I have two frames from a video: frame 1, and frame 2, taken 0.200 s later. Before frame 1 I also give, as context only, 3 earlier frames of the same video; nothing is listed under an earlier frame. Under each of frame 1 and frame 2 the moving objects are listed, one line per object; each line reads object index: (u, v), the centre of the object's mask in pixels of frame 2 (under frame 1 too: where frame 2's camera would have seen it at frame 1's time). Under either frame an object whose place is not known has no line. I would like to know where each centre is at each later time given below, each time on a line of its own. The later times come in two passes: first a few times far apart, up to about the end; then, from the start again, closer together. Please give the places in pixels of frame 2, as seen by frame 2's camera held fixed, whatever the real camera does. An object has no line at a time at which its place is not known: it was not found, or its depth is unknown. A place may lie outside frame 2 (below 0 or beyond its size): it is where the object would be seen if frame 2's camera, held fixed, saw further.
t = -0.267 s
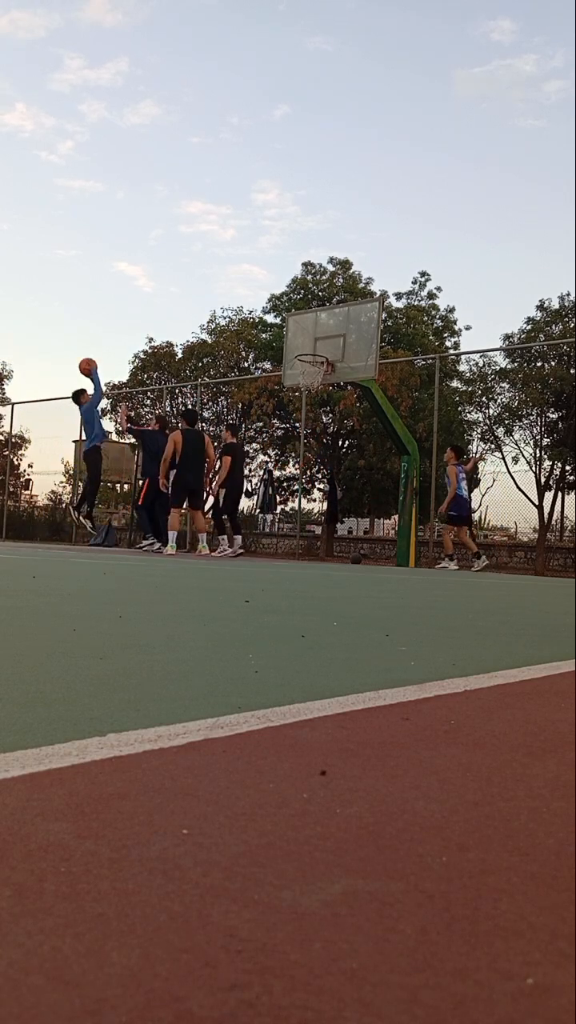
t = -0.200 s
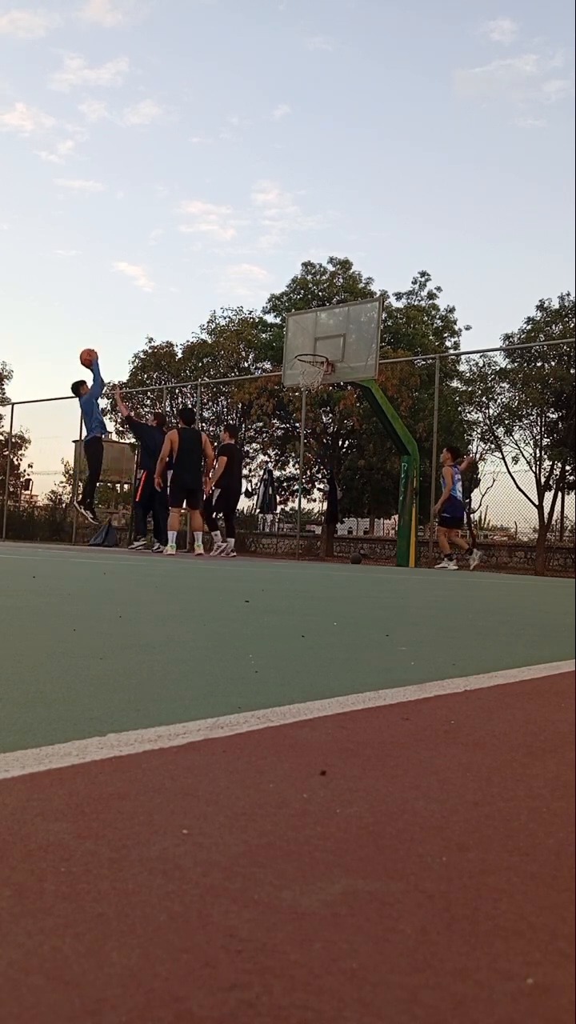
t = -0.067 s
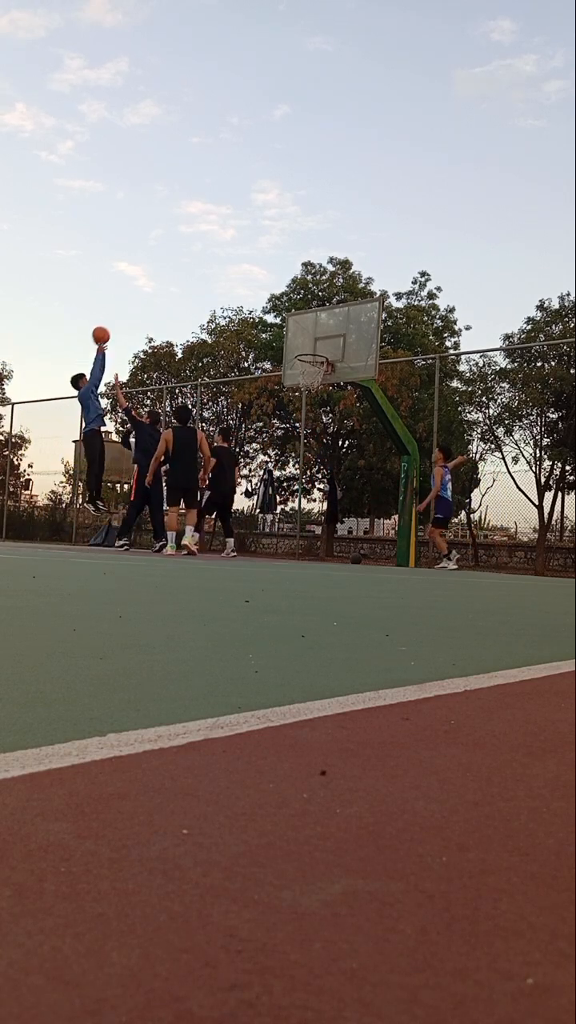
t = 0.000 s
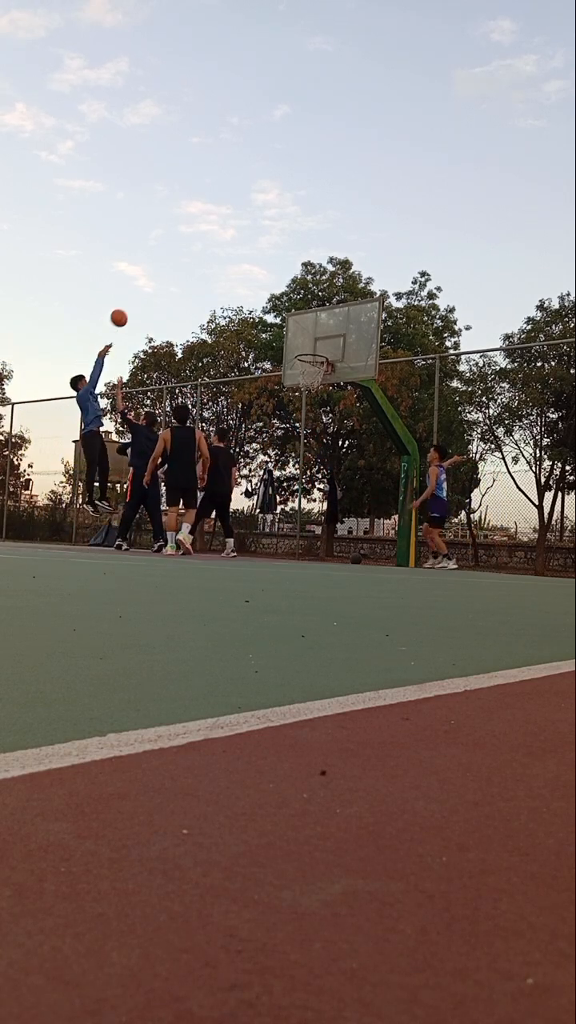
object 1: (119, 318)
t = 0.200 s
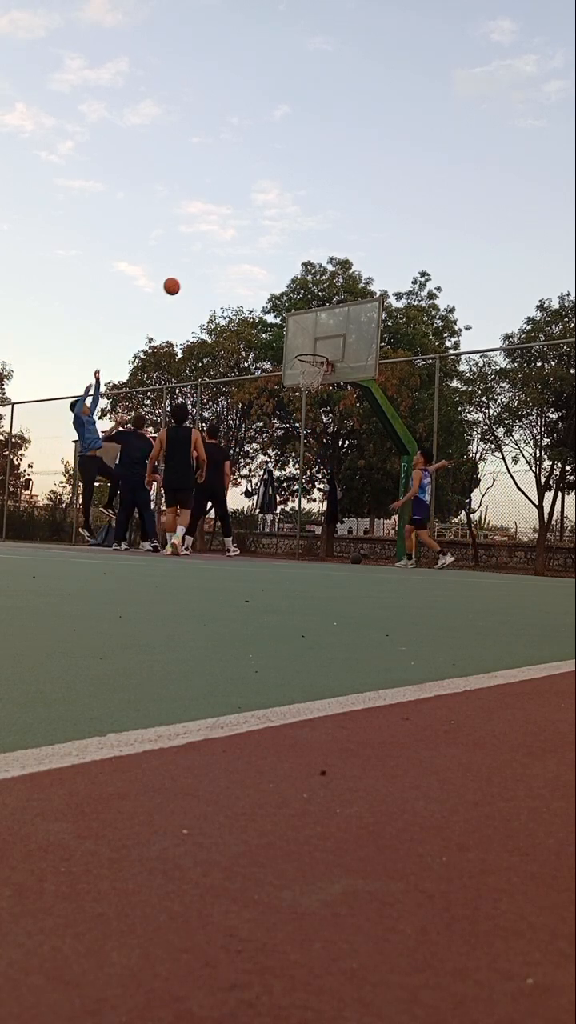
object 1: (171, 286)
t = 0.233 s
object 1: (180, 284)
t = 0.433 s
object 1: (228, 284)
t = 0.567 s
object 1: (258, 299)
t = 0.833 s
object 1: (314, 355)
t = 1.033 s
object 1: (307, 399)
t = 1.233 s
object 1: (289, 464)
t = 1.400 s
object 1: (275, 536)
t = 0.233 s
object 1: (180, 284)
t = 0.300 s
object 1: (196, 281)
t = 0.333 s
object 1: (204, 280)
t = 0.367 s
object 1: (212, 281)
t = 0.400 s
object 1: (220, 282)
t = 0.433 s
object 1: (228, 284)
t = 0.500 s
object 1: (243, 290)
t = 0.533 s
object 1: (251, 294)
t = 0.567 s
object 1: (258, 299)
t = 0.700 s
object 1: (286, 325)
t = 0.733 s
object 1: (294, 333)
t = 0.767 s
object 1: (300, 341)
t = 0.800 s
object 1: (307, 350)
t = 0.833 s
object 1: (314, 355)
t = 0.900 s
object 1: (317, 366)
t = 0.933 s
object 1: (314, 374)
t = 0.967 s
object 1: (313, 379)
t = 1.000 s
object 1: (310, 390)
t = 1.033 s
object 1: (307, 399)
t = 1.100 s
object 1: (301, 418)
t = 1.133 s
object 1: (298, 428)
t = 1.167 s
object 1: (294, 440)
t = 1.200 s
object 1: (292, 452)
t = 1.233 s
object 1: (289, 464)
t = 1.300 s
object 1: (284, 492)
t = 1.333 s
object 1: (281, 505)
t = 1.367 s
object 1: (278, 520)
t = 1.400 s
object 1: (275, 536)
